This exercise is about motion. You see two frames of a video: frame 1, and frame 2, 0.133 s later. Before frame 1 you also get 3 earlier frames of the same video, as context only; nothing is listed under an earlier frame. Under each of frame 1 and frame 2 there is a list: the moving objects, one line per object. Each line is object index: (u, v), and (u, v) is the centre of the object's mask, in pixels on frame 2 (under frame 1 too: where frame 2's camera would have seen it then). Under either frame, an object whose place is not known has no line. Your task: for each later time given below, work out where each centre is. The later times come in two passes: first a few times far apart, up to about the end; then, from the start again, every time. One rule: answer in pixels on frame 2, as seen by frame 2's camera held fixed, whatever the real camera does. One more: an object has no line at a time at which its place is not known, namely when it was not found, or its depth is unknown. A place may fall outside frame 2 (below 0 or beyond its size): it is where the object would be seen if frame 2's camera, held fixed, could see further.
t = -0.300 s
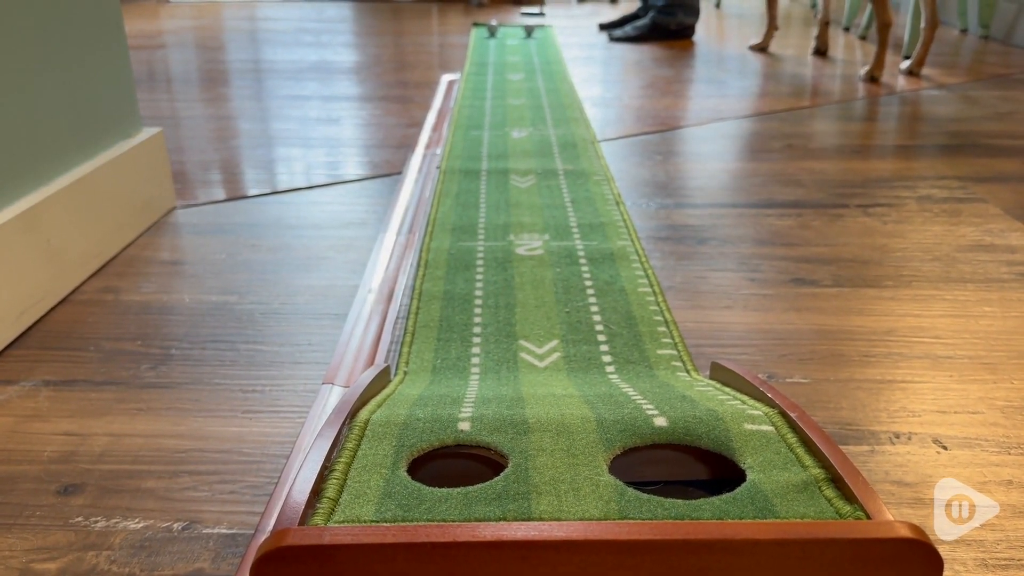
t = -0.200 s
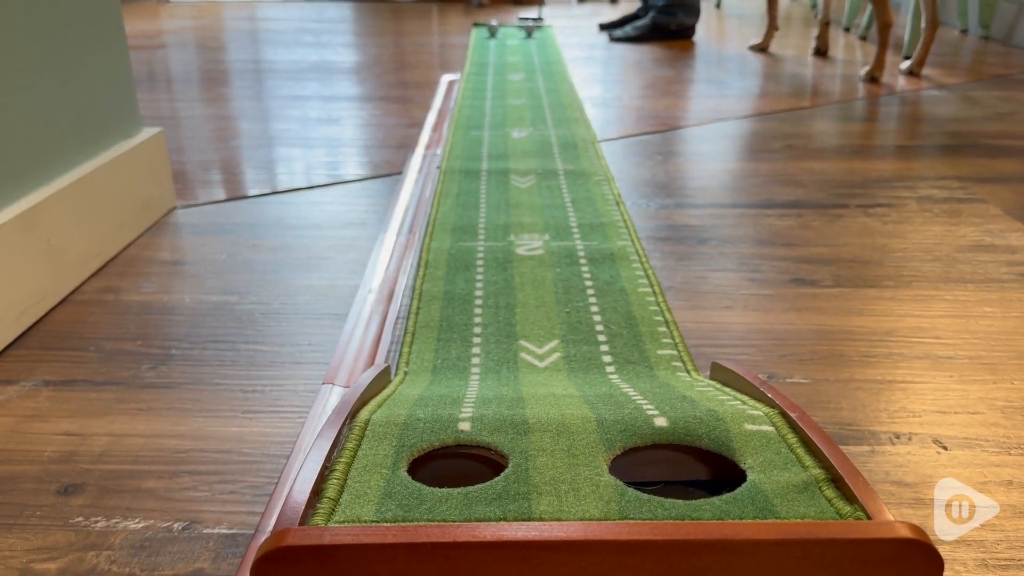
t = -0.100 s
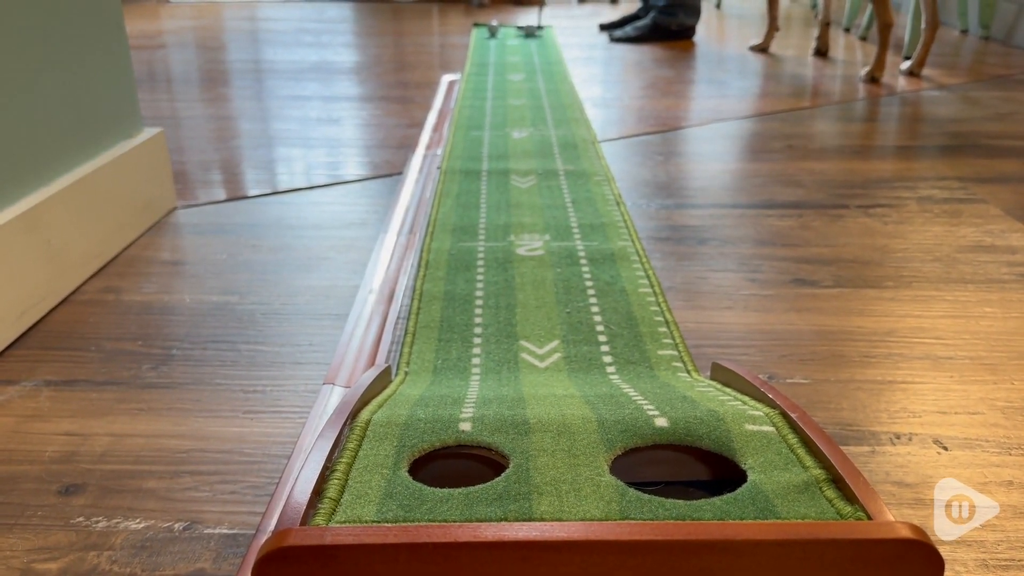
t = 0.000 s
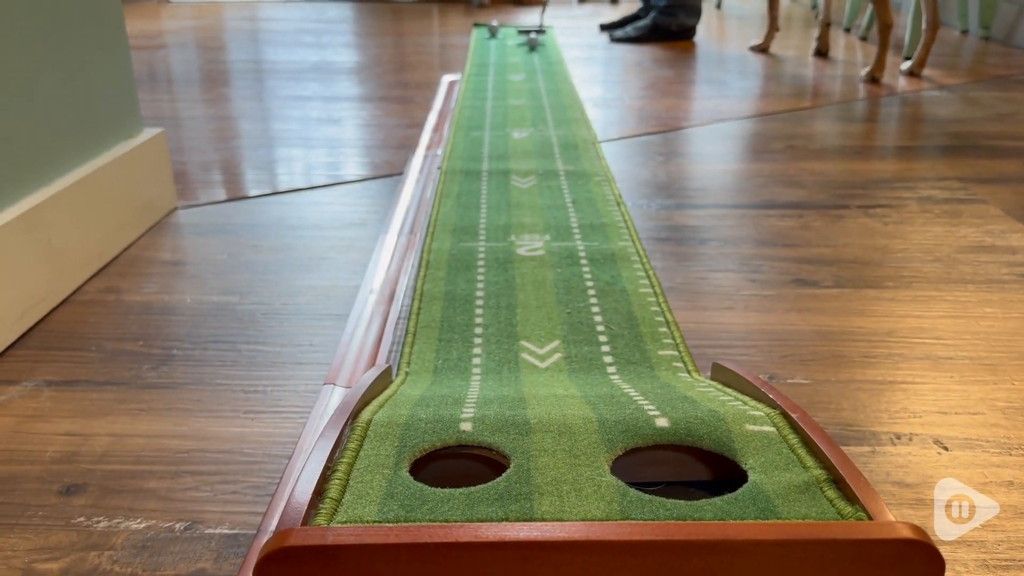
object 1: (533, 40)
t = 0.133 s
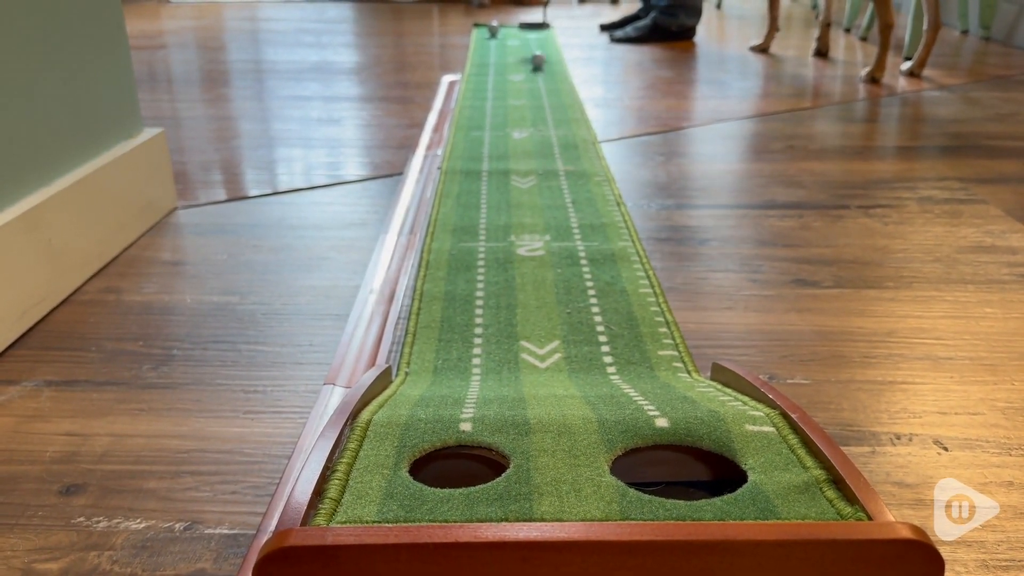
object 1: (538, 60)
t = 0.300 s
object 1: (544, 84)
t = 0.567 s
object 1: (554, 131)
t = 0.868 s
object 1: (575, 216)
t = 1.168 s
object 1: (616, 357)
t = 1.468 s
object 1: (652, 409)
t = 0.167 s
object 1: (539, 65)
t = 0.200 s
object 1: (540, 69)
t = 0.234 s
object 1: (542, 74)
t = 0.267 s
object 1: (543, 79)
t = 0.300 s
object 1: (544, 84)
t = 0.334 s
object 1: (545, 88)
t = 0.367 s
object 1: (546, 94)
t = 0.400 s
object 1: (547, 99)
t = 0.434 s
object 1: (548, 105)
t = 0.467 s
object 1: (550, 111)
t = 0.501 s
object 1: (551, 118)
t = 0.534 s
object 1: (553, 124)
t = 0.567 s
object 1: (554, 131)
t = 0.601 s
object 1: (556, 138)
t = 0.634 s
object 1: (557, 148)
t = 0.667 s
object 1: (559, 156)
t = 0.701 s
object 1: (561, 164)
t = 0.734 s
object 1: (563, 174)
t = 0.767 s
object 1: (565, 184)
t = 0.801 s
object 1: (568, 193)
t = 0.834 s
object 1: (572, 204)
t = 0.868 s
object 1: (575, 216)
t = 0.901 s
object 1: (580, 229)
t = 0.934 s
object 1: (583, 242)
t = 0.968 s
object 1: (588, 256)
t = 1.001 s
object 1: (592, 271)
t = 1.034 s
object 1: (597, 288)
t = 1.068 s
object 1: (601, 307)
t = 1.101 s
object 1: (606, 328)
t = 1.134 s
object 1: (611, 348)
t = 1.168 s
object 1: (616, 357)
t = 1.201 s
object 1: (622, 362)
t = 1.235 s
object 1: (627, 366)
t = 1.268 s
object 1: (632, 370)
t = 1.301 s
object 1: (636, 375)
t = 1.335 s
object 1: (641, 379)
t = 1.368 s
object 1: (644, 383)
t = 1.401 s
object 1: (647, 387)
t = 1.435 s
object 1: (649, 396)
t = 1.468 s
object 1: (652, 409)
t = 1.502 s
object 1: (653, 429)
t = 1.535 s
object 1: (656, 460)
